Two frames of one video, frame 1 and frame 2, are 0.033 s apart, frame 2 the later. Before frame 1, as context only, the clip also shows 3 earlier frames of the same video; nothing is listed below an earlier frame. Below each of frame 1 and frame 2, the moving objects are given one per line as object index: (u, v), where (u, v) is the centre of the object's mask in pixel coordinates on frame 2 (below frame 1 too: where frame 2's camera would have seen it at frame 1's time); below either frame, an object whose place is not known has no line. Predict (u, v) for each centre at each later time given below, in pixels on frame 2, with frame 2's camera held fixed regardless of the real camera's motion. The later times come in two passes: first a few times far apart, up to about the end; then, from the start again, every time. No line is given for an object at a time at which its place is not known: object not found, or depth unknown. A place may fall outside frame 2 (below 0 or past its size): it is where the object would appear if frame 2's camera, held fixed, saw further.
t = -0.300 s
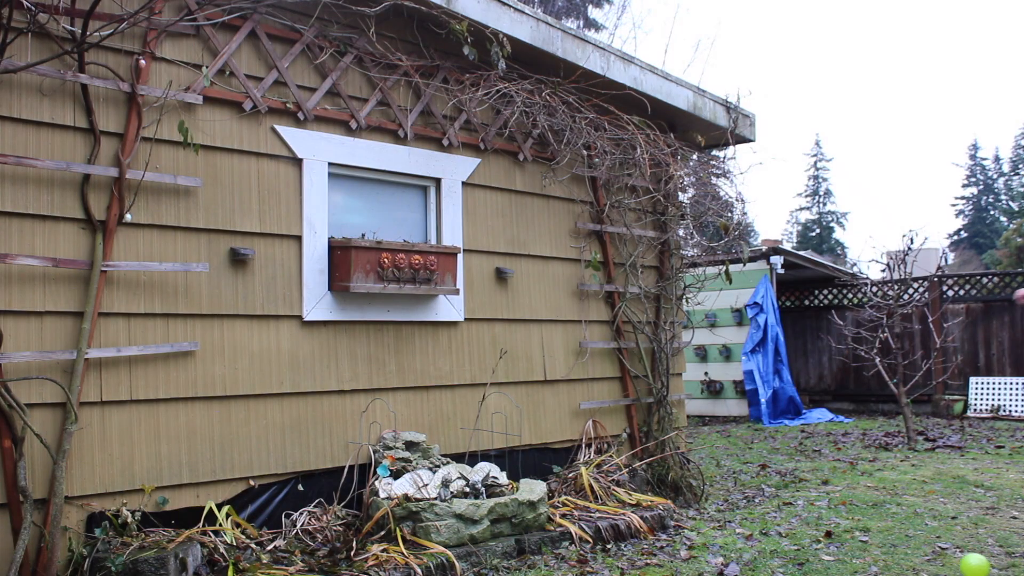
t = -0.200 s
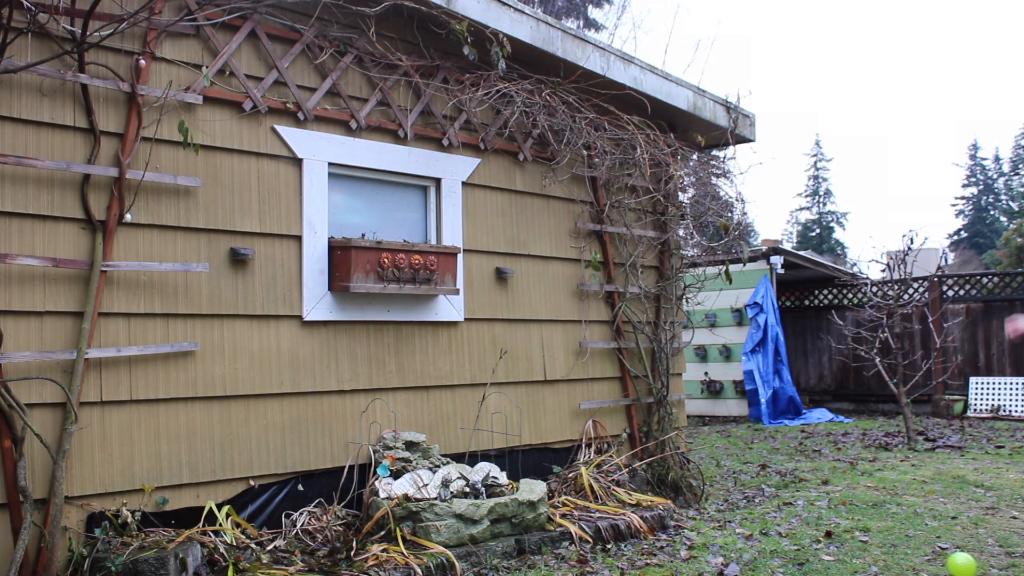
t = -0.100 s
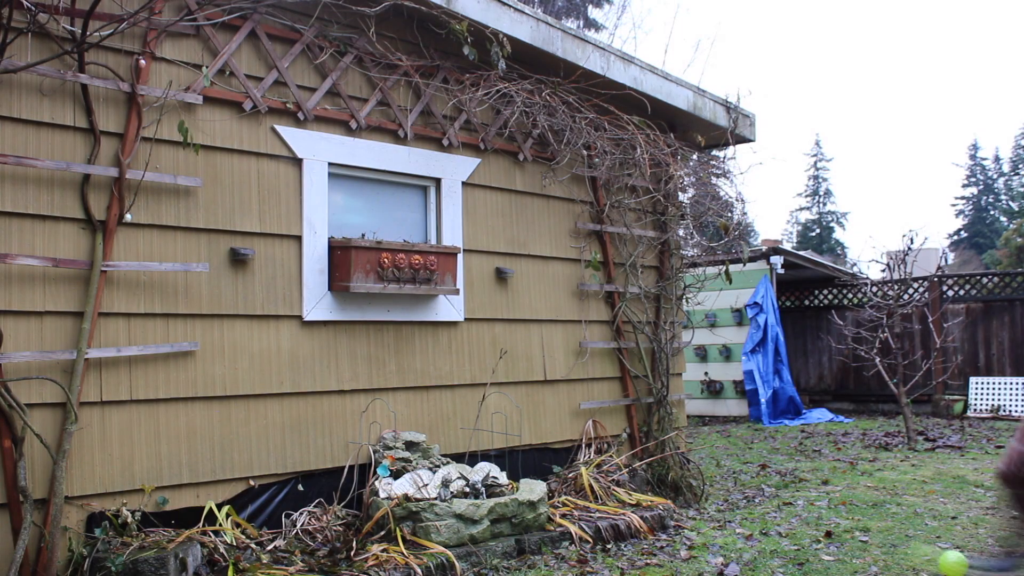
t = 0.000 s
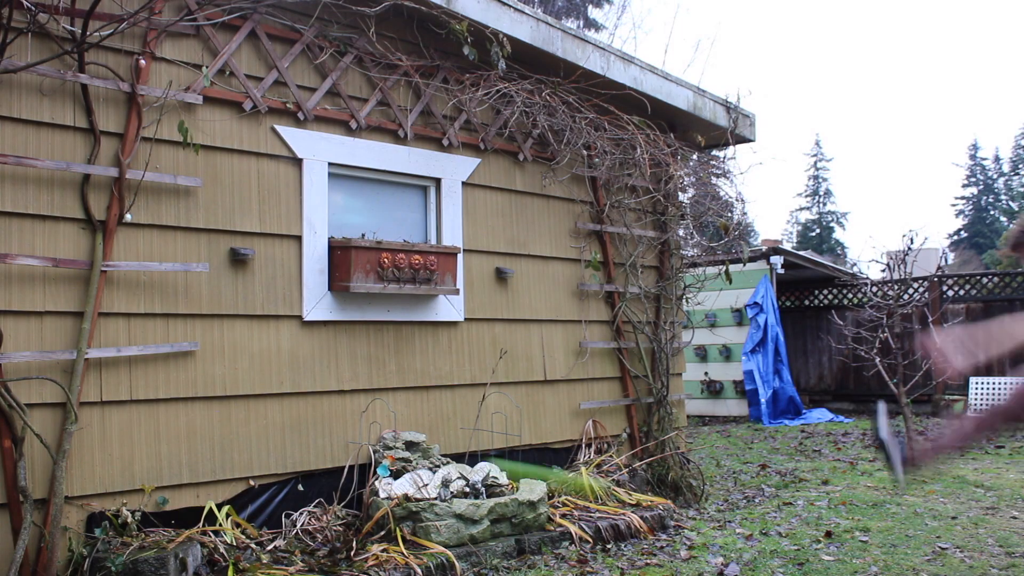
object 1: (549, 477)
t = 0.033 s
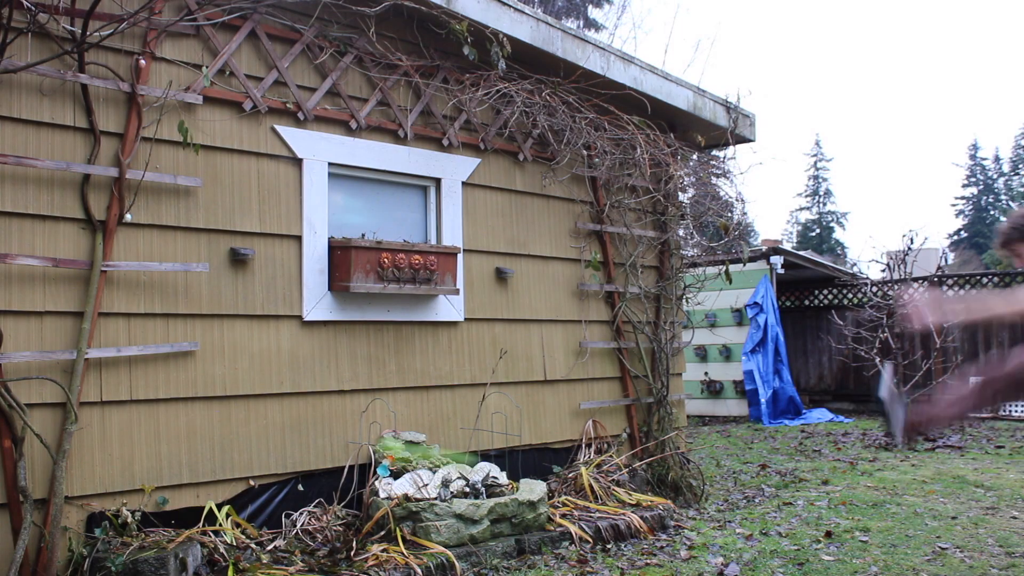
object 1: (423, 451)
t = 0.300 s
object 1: (345, 321)
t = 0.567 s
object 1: (301, 332)
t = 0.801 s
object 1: (254, 506)
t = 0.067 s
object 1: (381, 436)
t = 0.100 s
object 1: (376, 416)
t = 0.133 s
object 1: (370, 394)
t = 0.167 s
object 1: (365, 375)
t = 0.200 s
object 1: (360, 358)
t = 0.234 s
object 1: (355, 344)
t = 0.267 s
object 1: (350, 332)
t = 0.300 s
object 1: (345, 321)
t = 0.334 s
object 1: (340, 314)
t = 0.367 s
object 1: (334, 308)
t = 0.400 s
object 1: (330, 305)
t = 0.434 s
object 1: (324, 305)
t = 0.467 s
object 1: (319, 307)
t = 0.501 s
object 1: (312, 313)
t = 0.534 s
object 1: (307, 321)
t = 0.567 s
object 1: (301, 332)
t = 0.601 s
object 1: (295, 345)
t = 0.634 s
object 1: (289, 364)
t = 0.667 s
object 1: (283, 385)
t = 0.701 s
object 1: (276, 410)
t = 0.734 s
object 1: (269, 438)
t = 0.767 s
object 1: (262, 471)
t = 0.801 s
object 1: (254, 506)
